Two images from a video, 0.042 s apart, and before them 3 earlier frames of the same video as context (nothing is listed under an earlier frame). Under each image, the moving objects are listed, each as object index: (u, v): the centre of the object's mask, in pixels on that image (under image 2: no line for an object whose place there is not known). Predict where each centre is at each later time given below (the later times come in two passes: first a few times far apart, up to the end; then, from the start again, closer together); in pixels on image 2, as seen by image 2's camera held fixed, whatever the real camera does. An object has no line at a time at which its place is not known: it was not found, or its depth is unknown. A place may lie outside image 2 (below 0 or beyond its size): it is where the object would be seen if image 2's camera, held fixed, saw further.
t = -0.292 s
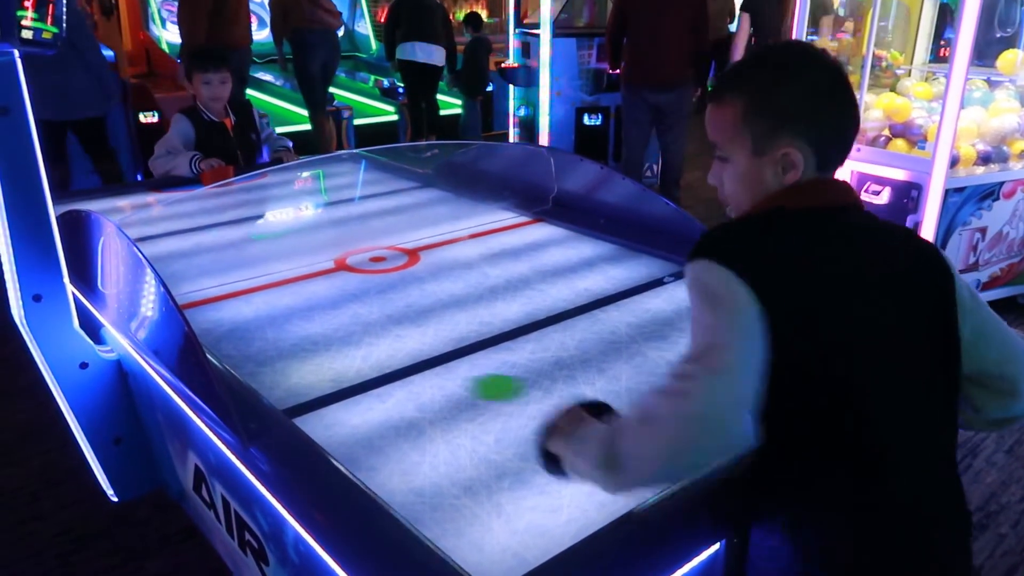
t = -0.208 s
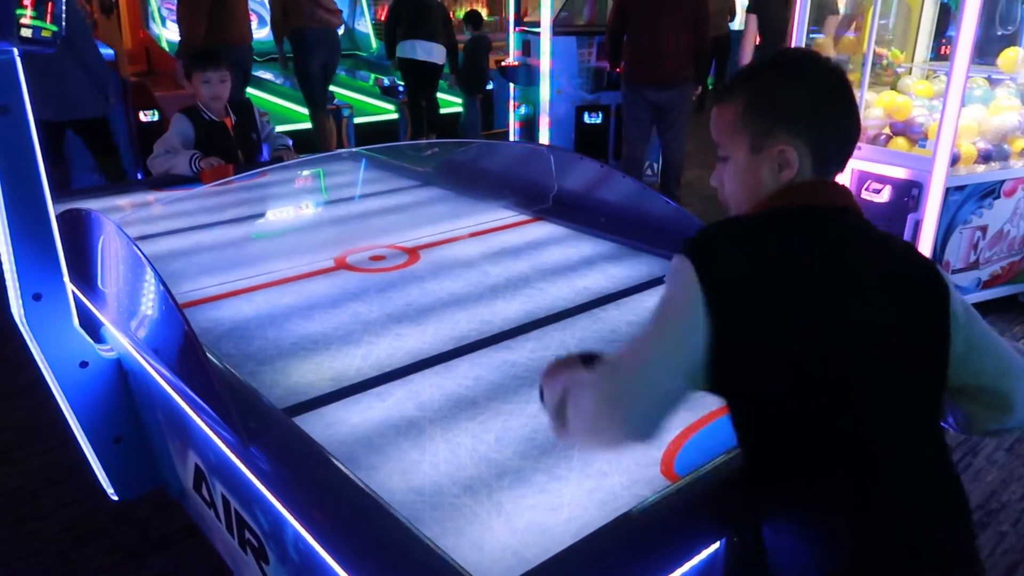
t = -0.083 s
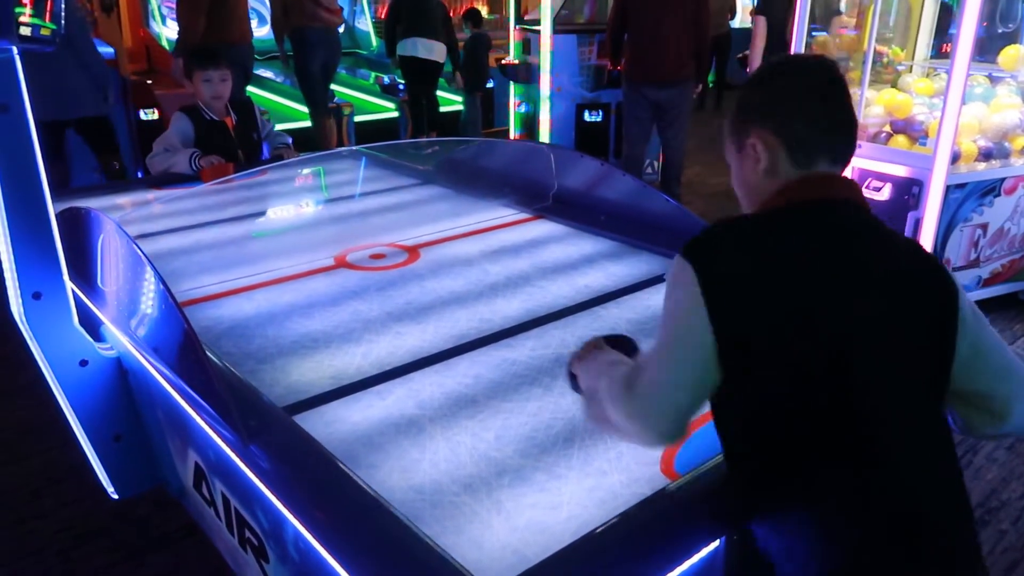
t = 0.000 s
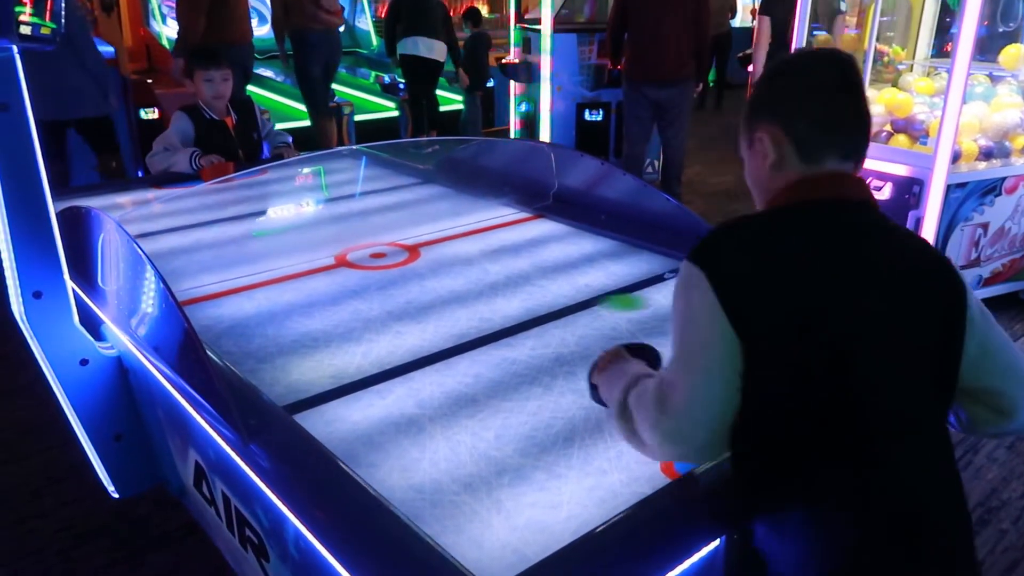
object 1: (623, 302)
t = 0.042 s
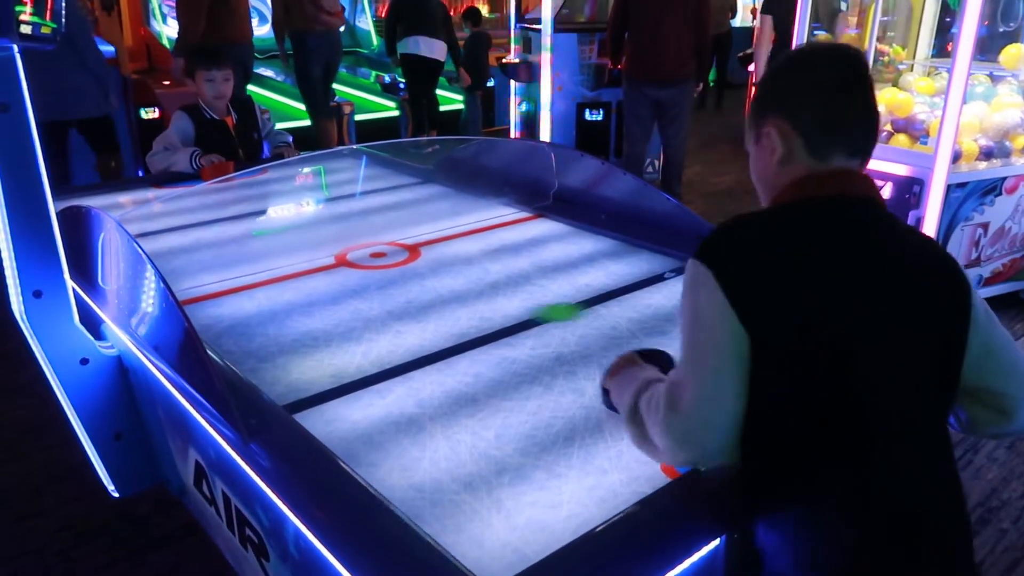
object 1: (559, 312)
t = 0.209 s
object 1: (251, 360)
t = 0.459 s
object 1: (498, 271)
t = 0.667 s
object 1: (566, 250)
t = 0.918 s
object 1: (397, 320)
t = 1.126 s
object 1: (317, 365)
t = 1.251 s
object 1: (433, 337)
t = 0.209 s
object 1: (251, 360)
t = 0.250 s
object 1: (278, 348)
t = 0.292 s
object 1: (332, 329)
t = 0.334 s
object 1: (380, 312)
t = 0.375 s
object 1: (423, 297)
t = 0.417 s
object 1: (461, 283)
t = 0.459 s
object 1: (498, 271)
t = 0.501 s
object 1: (531, 259)
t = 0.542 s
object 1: (562, 248)
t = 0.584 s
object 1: (590, 239)
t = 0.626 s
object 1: (588, 240)
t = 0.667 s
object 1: (566, 250)
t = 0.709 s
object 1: (542, 259)
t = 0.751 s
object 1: (518, 270)
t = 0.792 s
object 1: (492, 281)
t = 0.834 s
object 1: (462, 293)
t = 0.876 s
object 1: (430, 306)
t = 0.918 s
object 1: (397, 320)
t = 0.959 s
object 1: (361, 335)
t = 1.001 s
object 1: (320, 352)
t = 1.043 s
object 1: (275, 372)
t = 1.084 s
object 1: (275, 375)
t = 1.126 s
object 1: (317, 365)
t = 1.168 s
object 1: (358, 356)
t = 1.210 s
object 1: (396, 346)
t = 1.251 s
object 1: (433, 337)
